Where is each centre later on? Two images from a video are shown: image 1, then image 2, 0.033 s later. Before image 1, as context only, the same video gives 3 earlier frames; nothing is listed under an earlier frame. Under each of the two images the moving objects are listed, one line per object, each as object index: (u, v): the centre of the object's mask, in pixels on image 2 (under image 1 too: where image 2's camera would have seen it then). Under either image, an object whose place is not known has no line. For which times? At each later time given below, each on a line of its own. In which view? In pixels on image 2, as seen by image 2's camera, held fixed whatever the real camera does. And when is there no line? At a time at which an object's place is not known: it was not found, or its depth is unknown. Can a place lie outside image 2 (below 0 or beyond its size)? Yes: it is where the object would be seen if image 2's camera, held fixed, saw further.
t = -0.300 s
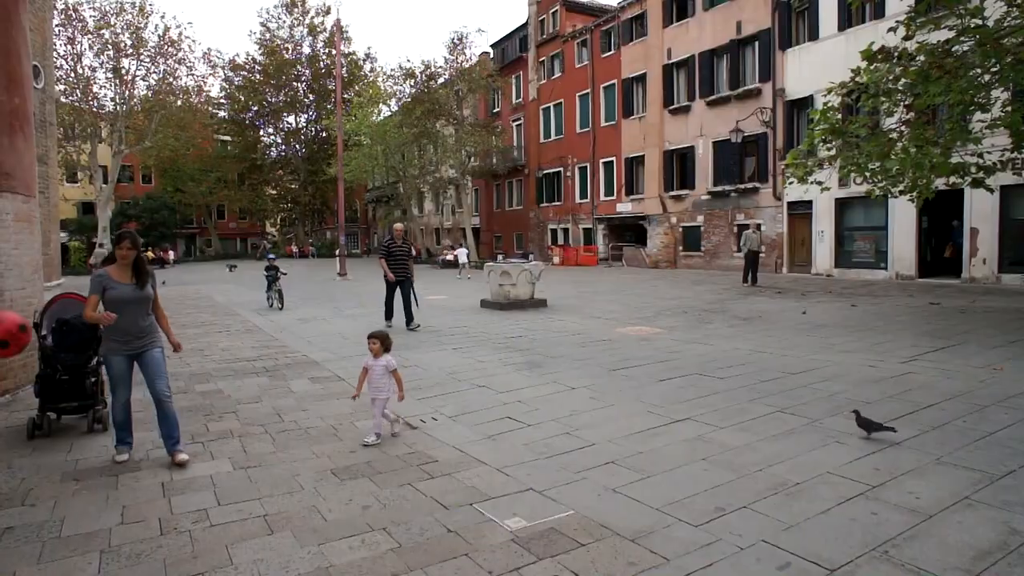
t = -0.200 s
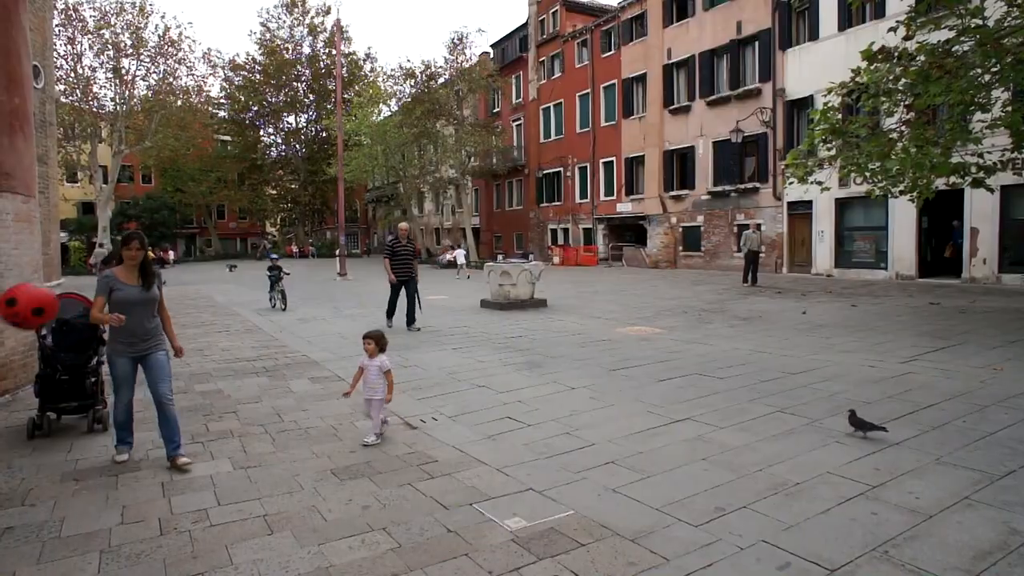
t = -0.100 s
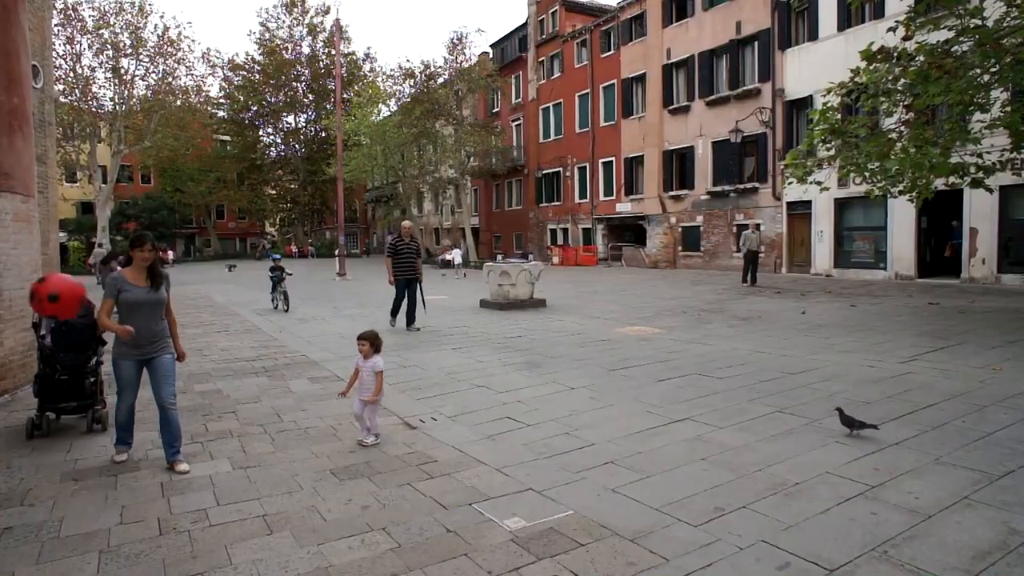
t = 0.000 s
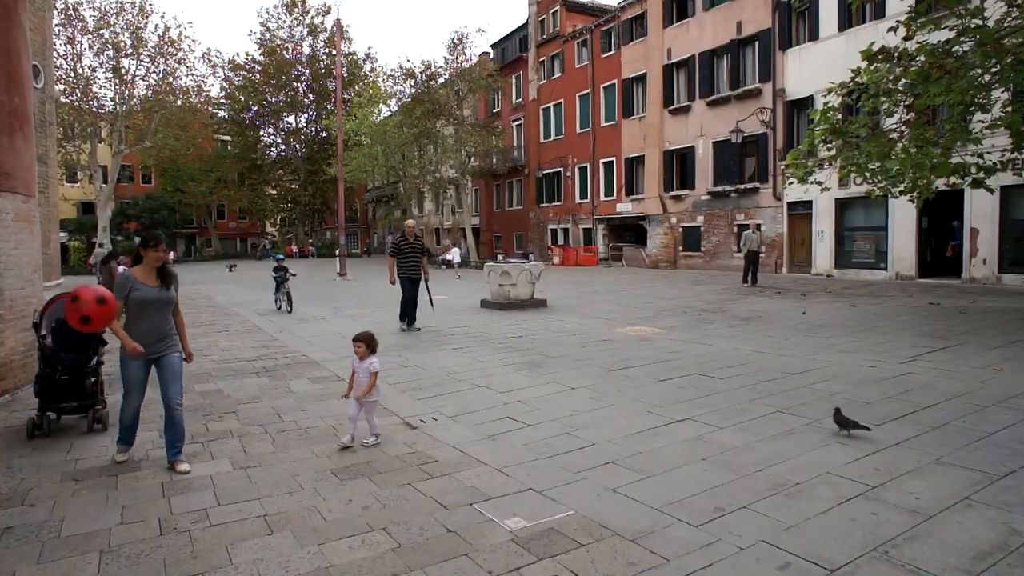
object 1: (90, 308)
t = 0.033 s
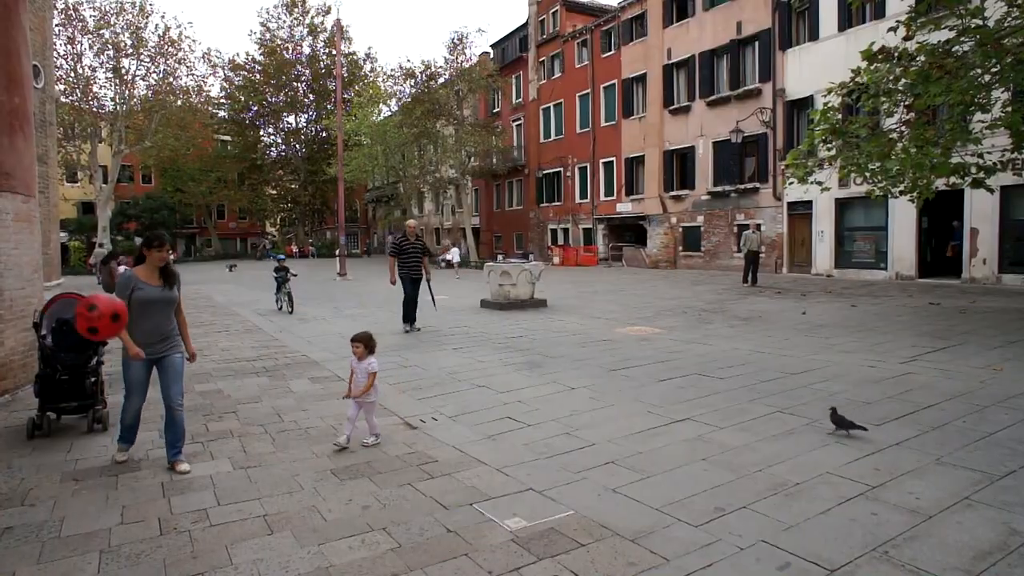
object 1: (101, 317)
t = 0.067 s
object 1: (110, 328)
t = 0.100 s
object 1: (121, 340)
